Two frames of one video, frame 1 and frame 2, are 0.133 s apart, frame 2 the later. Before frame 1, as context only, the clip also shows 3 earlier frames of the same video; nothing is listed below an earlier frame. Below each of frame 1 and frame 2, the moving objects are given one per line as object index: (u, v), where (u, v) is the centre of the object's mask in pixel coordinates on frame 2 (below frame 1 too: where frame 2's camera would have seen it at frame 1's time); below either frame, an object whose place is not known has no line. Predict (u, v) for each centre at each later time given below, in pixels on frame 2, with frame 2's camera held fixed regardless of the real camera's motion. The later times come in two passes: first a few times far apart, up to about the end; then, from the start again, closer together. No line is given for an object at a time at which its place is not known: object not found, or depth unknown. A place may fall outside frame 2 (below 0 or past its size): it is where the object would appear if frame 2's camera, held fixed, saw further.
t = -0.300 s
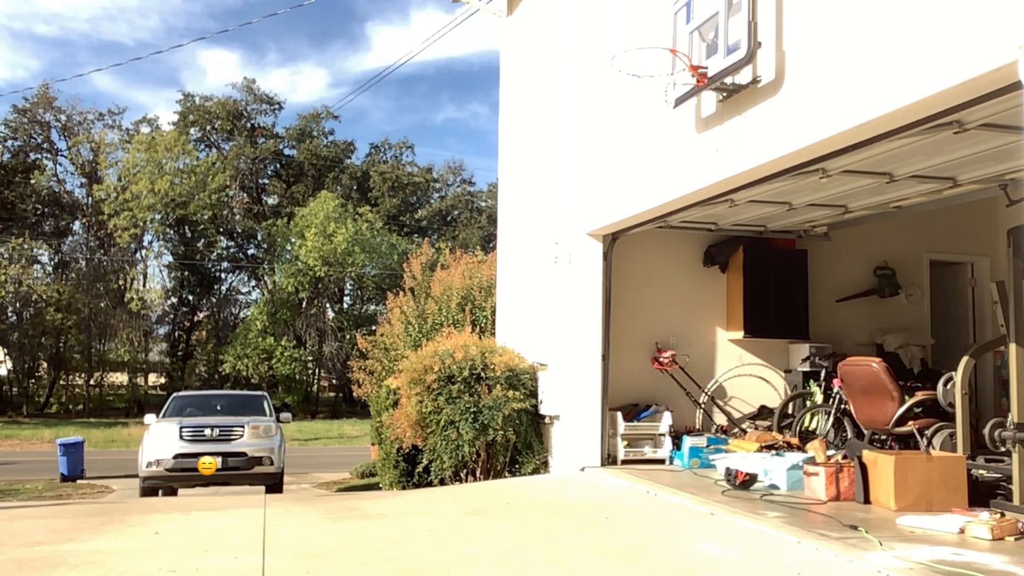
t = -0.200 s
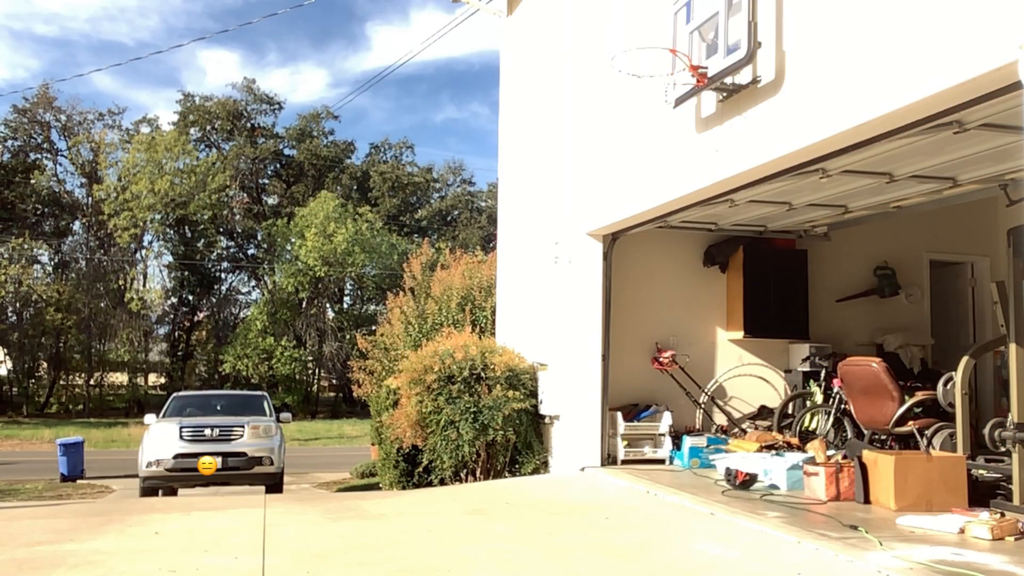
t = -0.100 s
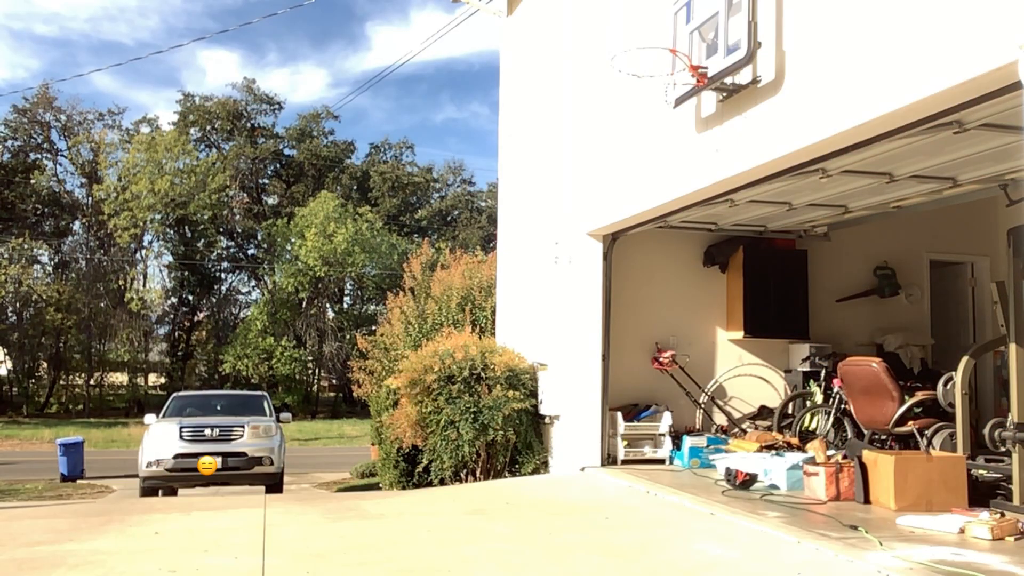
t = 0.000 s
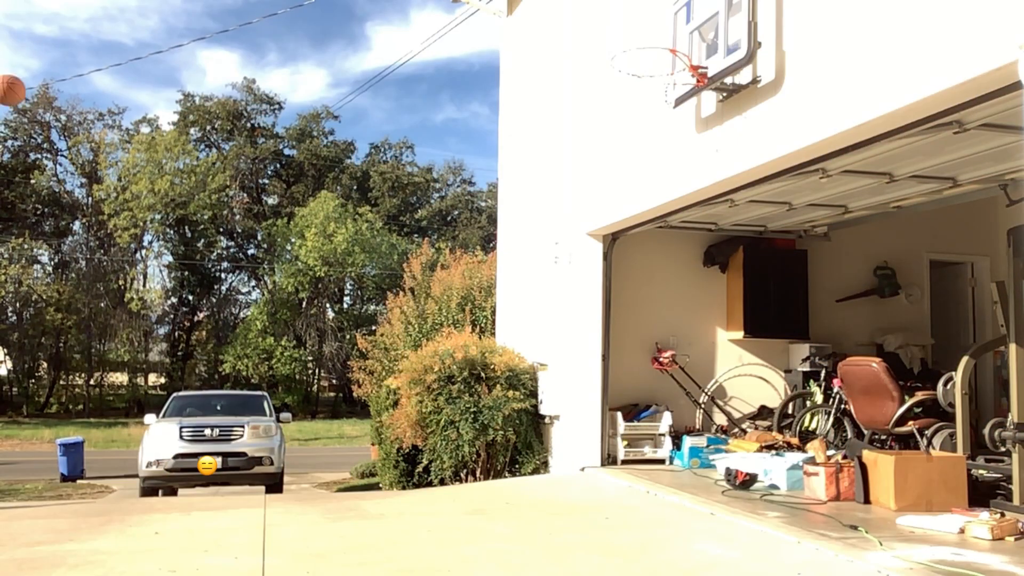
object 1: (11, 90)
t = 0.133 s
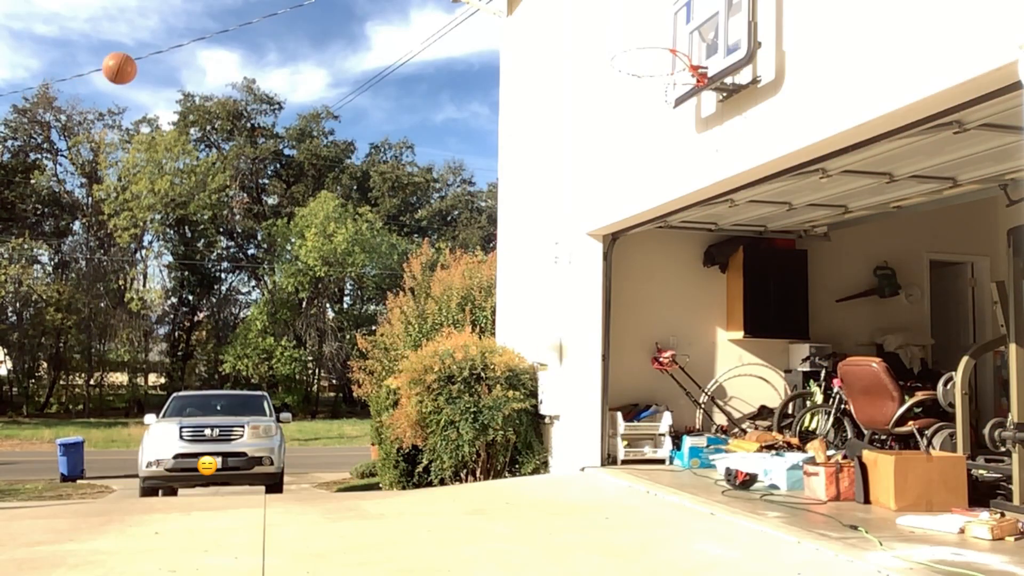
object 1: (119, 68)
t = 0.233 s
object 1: (203, 67)
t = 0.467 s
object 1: (403, 115)
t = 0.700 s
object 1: (609, 237)
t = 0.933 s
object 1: (823, 435)
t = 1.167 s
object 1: (963, 376)
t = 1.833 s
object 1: (996, 328)
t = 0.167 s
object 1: (147, 66)
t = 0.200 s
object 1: (175, 66)
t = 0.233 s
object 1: (203, 67)
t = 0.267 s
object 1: (232, 69)
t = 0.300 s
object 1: (260, 73)
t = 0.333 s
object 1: (289, 79)
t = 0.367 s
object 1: (318, 86)
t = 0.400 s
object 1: (346, 94)
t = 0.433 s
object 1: (374, 104)
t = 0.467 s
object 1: (403, 115)
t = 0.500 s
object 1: (432, 128)
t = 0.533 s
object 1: (461, 142)
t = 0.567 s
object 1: (490, 158)
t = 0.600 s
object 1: (519, 176)
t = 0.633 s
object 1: (549, 195)
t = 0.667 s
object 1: (579, 215)
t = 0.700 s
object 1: (609, 237)
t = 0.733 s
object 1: (638, 259)
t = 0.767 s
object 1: (668, 285)
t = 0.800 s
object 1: (699, 311)
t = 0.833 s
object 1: (729, 339)
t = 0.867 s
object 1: (761, 369)
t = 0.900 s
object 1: (791, 401)
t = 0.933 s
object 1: (823, 435)
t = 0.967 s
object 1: (856, 469)
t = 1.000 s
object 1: (884, 498)
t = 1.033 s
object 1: (900, 470)
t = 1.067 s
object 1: (916, 443)
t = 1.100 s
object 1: (930, 419)
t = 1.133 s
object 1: (947, 397)
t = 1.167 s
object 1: (963, 376)
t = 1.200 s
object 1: (980, 358)
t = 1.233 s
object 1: (996, 342)
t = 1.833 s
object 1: (996, 328)
